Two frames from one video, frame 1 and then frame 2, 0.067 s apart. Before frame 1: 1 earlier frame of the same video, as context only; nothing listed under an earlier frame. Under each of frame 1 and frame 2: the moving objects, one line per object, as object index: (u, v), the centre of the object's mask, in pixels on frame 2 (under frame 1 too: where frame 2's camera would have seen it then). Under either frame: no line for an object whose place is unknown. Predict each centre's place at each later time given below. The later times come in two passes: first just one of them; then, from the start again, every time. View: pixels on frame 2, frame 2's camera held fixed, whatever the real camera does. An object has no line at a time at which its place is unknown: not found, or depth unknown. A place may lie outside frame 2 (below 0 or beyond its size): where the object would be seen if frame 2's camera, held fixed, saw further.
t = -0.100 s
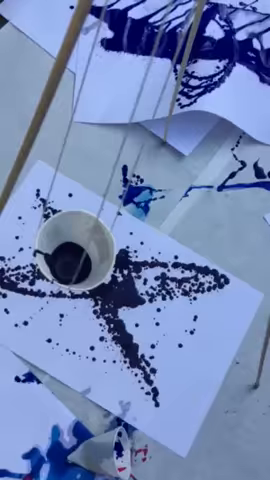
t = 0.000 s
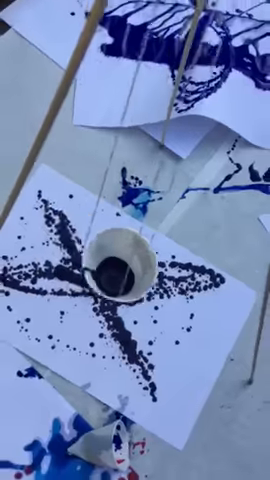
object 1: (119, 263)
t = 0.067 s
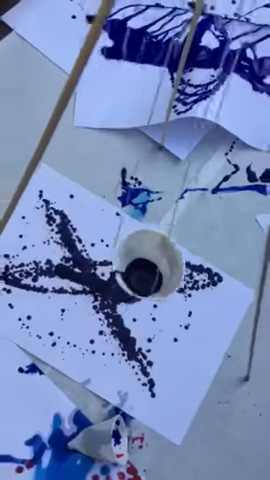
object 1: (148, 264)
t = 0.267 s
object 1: (208, 238)
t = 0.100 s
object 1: (163, 257)
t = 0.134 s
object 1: (177, 253)
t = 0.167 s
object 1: (185, 255)
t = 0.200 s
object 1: (194, 251)
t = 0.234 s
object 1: (202, 245)
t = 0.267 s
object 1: (208, 238)
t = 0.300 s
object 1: (216, 226)
